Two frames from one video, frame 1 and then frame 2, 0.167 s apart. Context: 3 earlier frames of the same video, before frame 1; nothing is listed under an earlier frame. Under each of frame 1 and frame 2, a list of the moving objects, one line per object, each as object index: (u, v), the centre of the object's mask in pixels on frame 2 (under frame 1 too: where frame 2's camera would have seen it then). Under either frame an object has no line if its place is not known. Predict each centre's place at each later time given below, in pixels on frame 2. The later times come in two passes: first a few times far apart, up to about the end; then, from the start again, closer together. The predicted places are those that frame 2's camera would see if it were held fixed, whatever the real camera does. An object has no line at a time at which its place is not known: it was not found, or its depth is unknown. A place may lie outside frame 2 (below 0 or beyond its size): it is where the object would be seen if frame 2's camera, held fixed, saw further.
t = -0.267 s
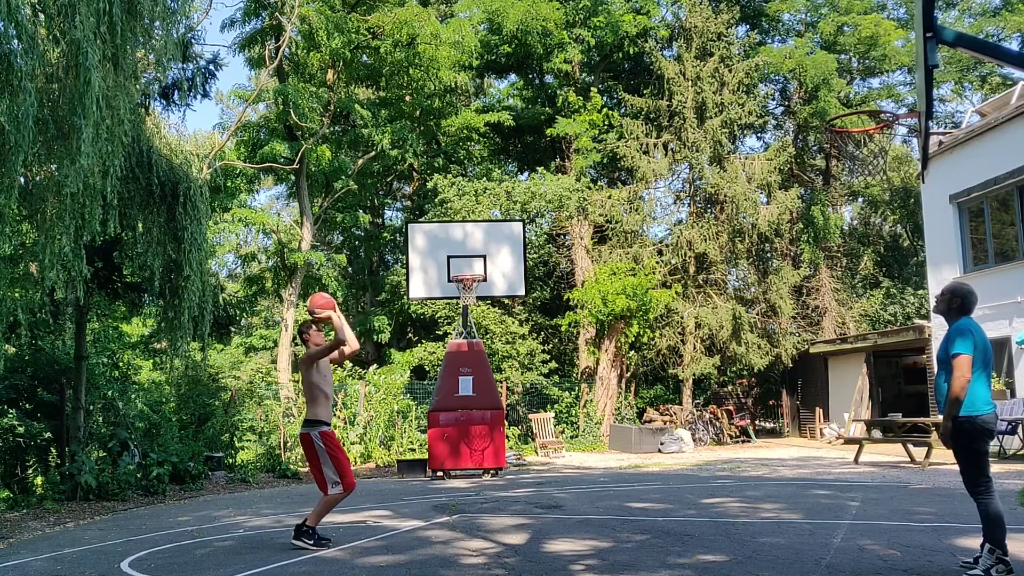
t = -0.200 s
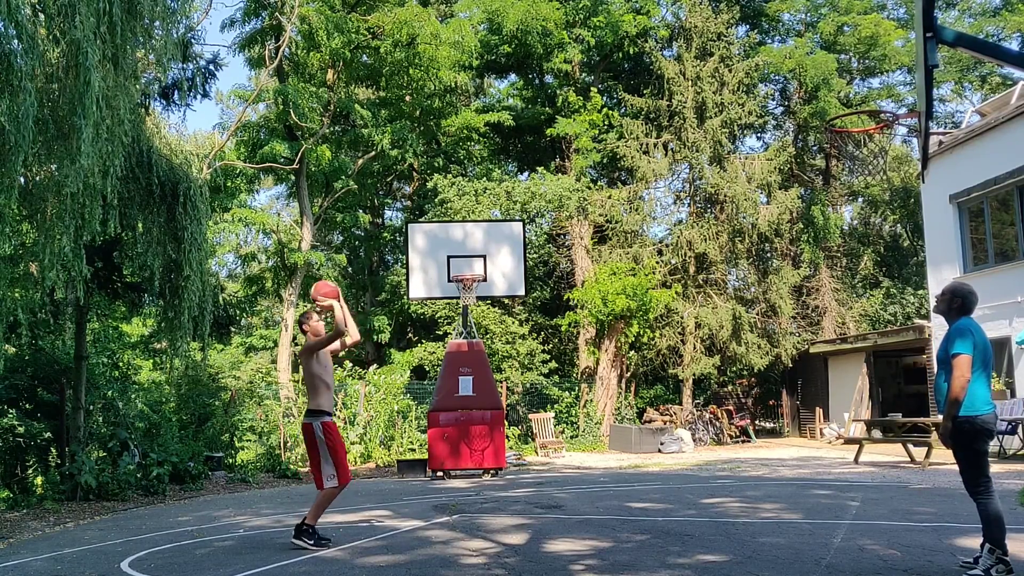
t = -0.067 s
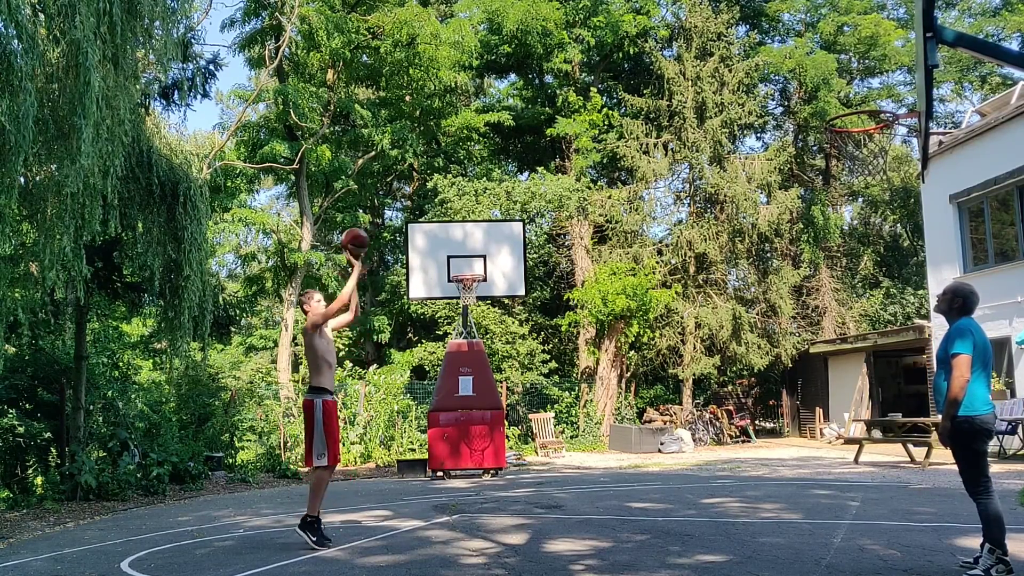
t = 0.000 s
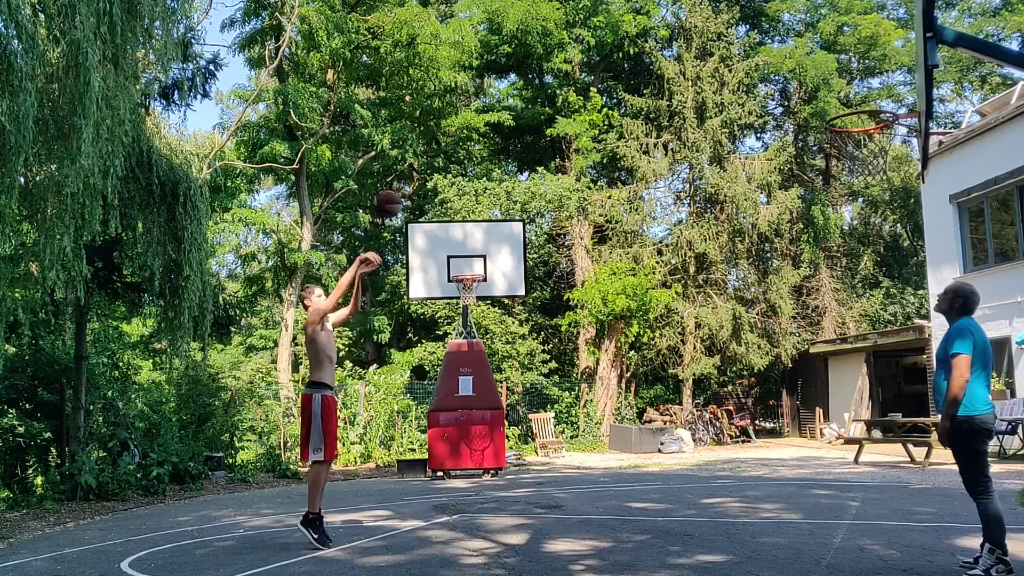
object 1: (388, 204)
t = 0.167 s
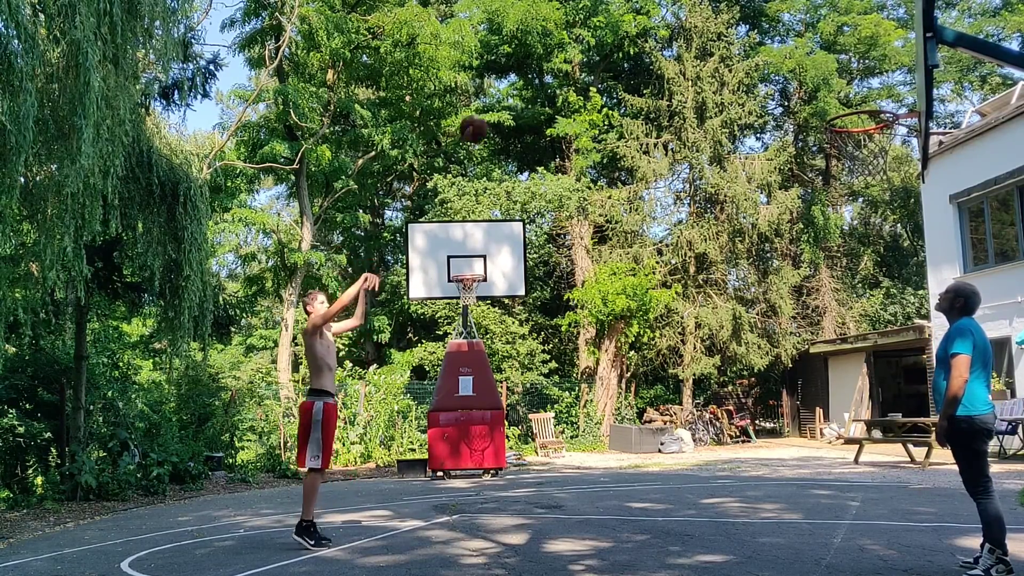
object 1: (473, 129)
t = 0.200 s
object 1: (491, 117)
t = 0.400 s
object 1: (605, 70)
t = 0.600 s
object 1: (729, 67)
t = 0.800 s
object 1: (871, 118)
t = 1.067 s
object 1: (828, 154)
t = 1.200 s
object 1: (819, 172)
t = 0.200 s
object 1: (491, 117)
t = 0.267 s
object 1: (528, 96)
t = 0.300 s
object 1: (546, 88)
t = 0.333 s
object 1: (565, 81)
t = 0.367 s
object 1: (585, 75)
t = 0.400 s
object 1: (605, 70)
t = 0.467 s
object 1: (645, 63)
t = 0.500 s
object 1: (666, 61)
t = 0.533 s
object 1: (686, 62)
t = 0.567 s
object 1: (707, 64)
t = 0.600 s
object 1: (729, 67)
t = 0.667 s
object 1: (774, 77)
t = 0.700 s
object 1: (797, 85)
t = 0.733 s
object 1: (822, 94)
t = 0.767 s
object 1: (845, 104)
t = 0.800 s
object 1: (871, 118)
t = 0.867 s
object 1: (861, 148)
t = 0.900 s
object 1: (849, 157)
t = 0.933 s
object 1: (840, 157)
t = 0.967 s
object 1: (836, 157)
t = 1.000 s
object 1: (833, 153)
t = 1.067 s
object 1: (828, 154)
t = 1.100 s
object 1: (826, 157)
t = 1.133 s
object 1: (823, 161)
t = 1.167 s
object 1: (822, 166)
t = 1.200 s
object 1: (819, 172)
